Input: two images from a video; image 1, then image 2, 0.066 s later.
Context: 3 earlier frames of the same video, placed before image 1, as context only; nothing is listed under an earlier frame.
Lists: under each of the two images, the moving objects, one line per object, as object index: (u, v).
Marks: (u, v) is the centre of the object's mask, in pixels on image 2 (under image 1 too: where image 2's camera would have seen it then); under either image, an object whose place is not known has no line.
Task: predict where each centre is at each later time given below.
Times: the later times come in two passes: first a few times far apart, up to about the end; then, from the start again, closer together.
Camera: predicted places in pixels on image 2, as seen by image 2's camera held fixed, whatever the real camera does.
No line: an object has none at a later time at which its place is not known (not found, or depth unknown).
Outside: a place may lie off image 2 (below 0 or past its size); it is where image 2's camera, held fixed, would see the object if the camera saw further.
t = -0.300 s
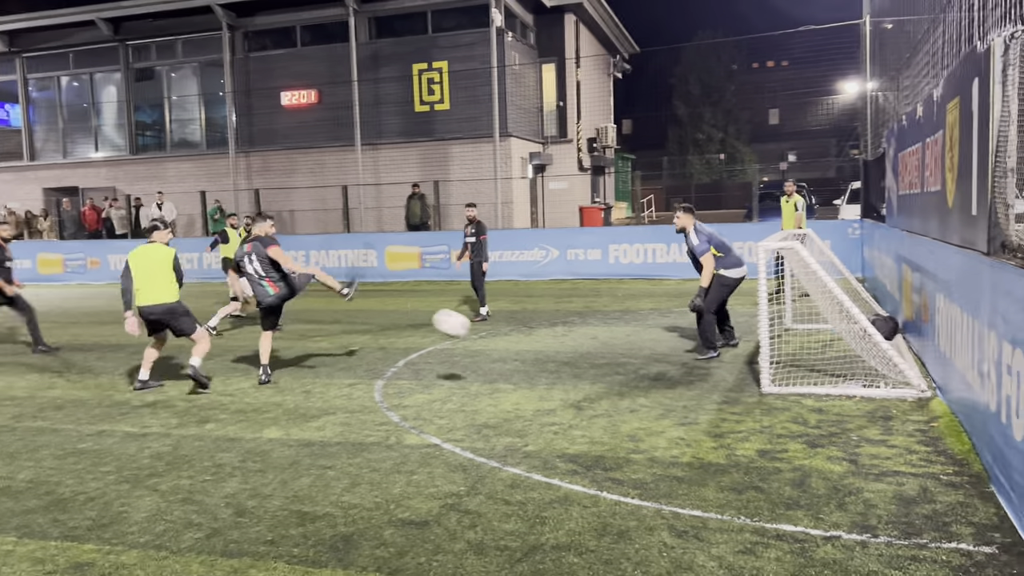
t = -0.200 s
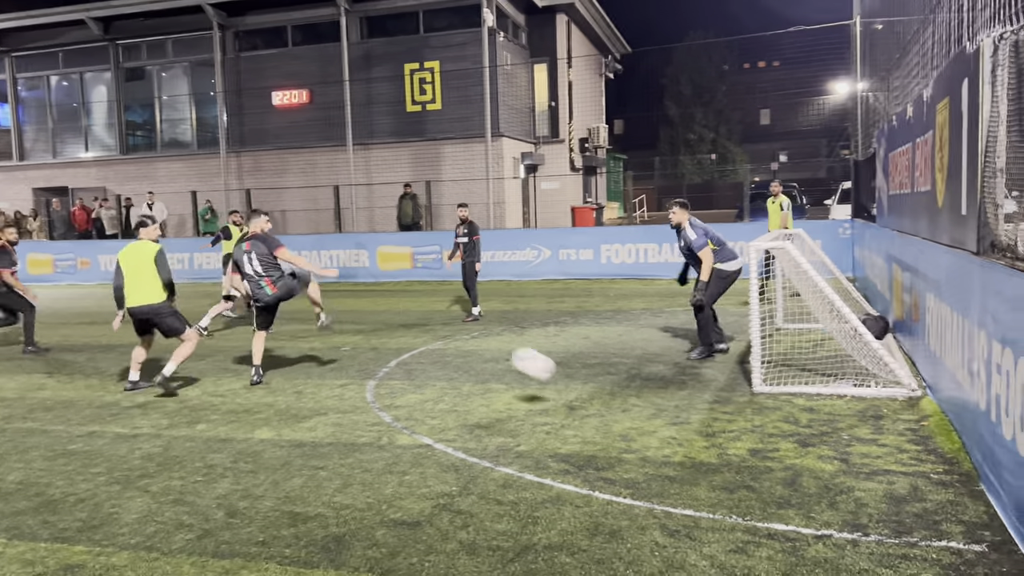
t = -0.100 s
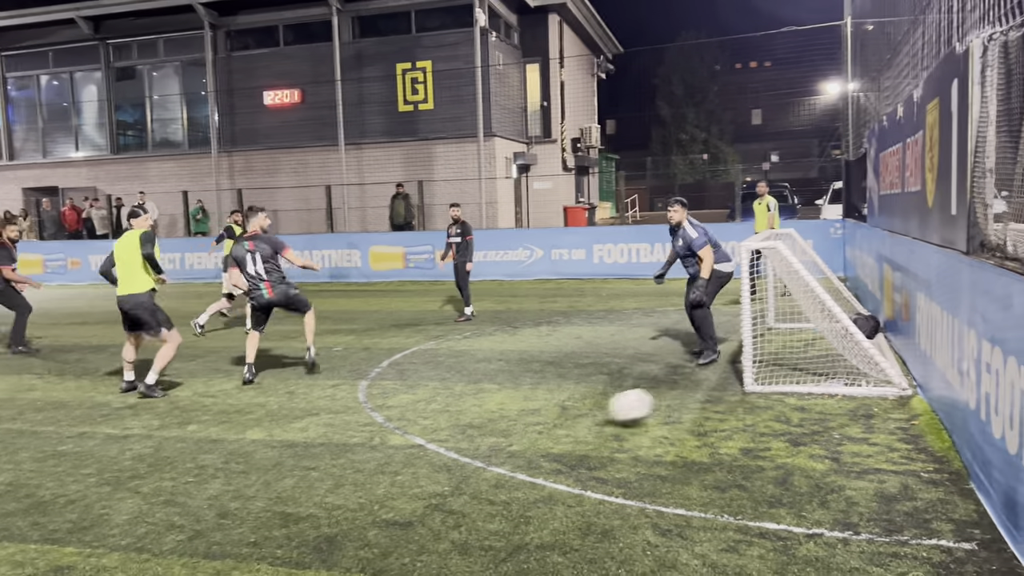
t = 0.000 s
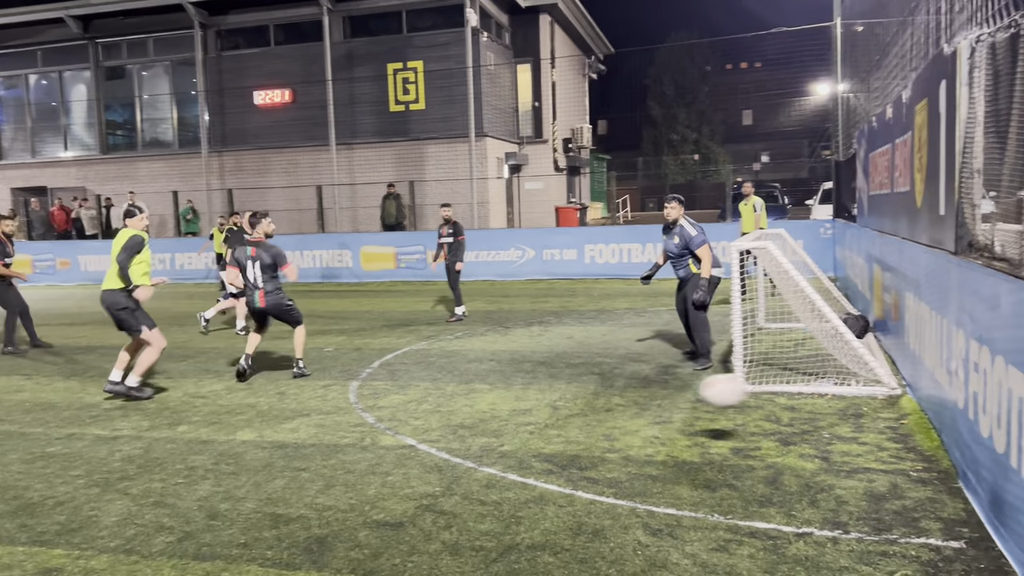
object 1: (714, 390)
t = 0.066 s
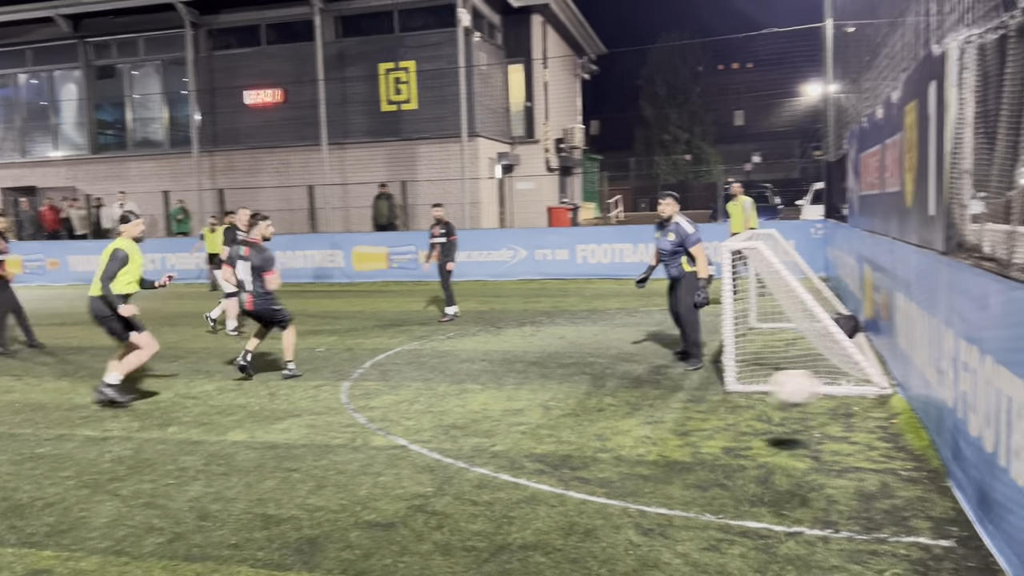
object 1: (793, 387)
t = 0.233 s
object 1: (881, 392)
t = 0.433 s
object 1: (701, 428)
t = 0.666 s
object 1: (531, 471)
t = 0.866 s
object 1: (438, 474)
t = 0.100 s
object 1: (839, 388)
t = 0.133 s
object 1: (884, 390)
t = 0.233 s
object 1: (881, 392)
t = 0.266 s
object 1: (851, 393)
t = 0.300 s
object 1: (823, 395)
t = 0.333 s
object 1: (791, 401)
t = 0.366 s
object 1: (761, 406)
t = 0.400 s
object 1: (731, 417)
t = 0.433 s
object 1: (701, 428)
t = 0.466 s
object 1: (670, 442)
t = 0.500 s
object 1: (641, 457)
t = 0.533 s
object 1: (609, 476)
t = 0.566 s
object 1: (579, 493)
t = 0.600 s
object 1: (562, 486)
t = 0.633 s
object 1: (546, 477)
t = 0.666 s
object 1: (531, 471)
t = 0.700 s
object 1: (515, 466)
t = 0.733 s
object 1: (501, 462)
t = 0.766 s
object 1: (485, 462)
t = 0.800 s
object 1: (469, 464)
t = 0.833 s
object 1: (454, 468)
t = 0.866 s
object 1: (438, 474)
